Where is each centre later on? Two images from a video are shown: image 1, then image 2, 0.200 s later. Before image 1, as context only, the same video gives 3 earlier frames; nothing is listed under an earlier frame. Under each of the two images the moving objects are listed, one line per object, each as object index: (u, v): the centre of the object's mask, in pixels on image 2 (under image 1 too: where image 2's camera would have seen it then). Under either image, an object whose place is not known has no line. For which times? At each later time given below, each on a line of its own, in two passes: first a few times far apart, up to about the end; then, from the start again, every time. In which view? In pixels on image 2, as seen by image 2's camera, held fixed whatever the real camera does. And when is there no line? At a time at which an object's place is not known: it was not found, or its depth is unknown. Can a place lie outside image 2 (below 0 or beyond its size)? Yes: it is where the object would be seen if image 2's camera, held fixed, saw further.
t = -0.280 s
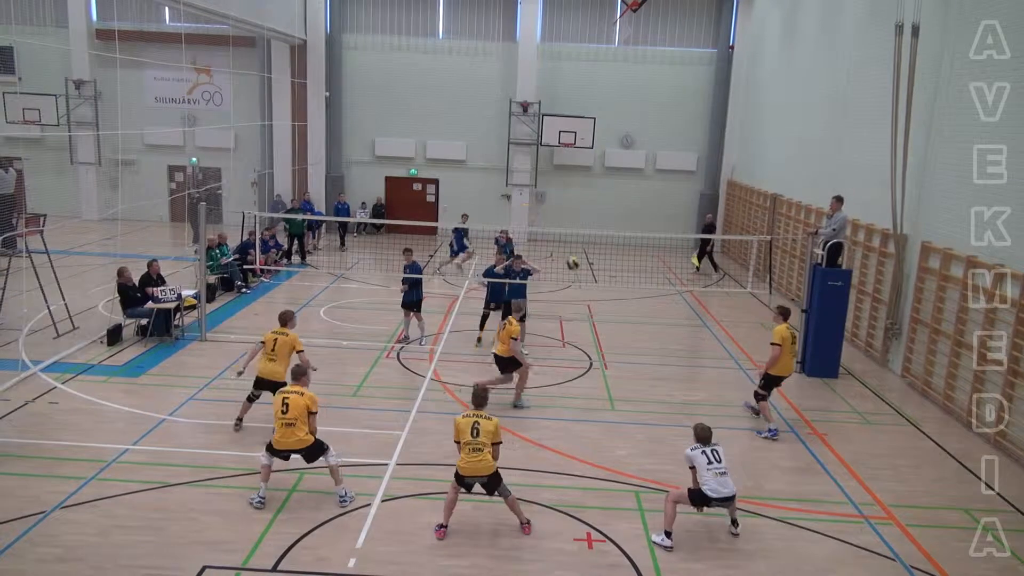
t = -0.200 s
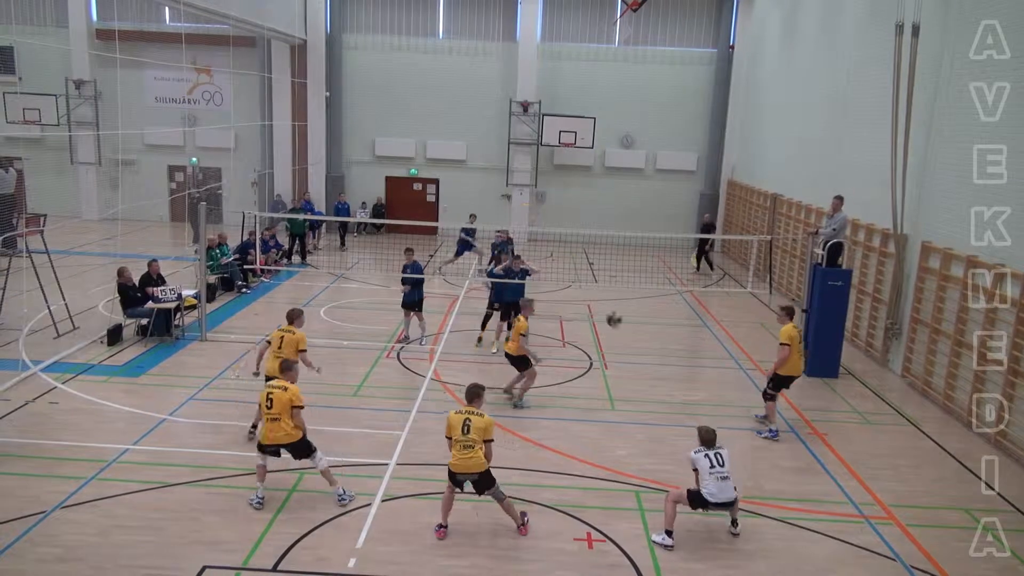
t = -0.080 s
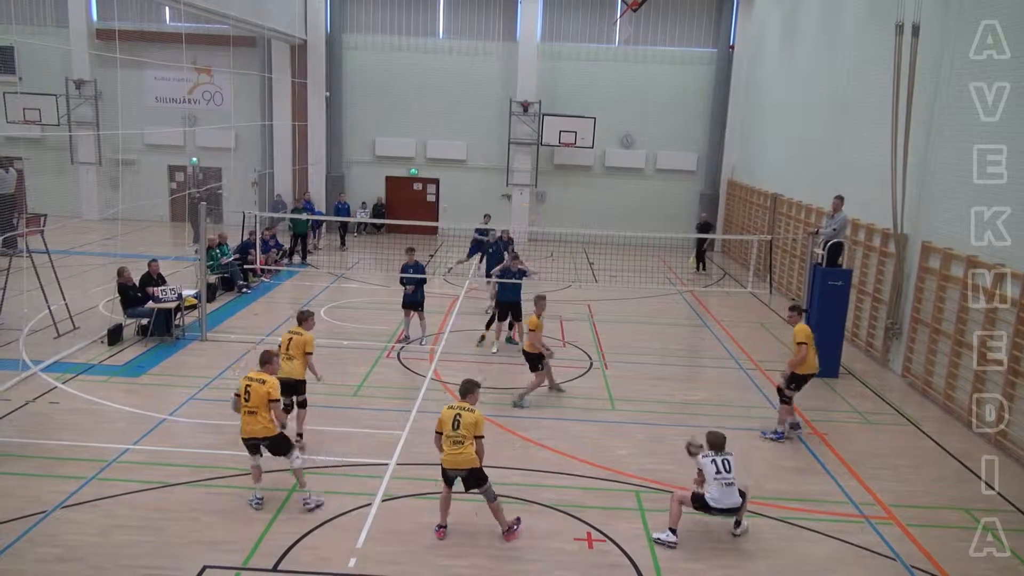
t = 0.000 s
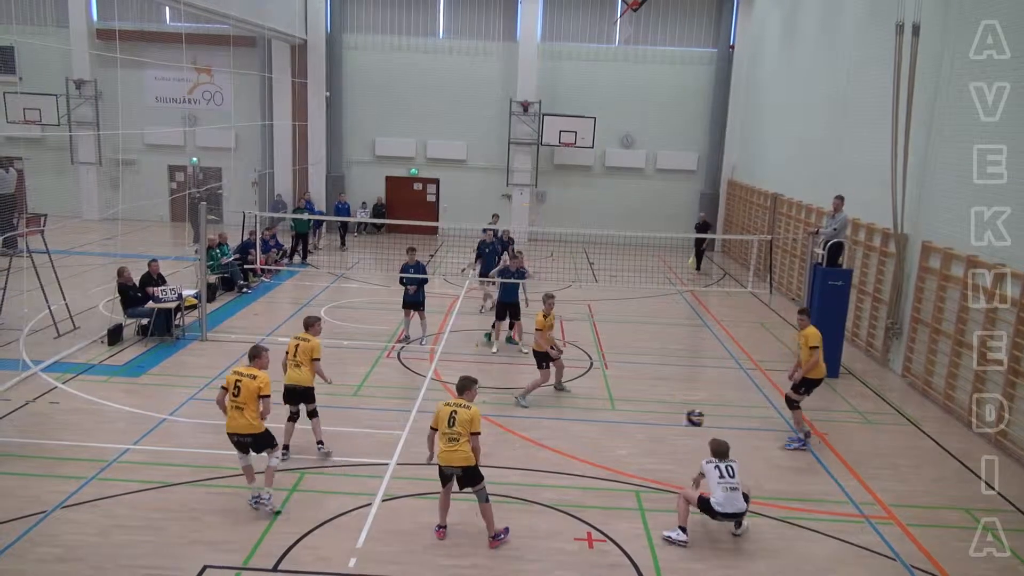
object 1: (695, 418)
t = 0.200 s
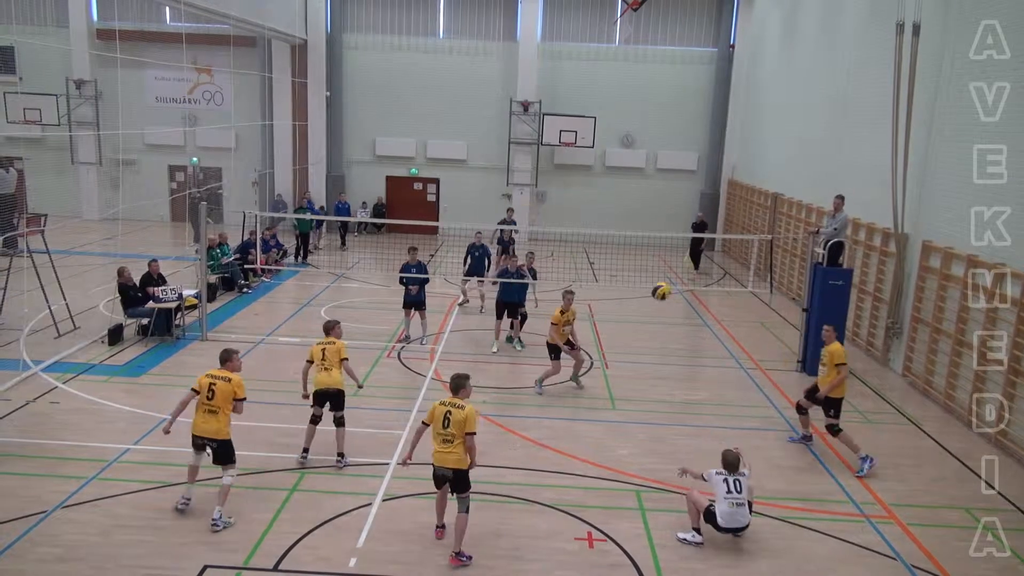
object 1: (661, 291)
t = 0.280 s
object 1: (647, 250)
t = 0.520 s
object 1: (601, 161)
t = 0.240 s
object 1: (653, 269)
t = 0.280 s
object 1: (647, 250)
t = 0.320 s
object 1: (639, 231)
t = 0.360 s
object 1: (631, 215)
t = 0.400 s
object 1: (624, 199)
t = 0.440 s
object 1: (616, 185)
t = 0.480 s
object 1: (609, 172)
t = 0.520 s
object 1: (601, 161)
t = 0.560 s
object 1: (593, 151)
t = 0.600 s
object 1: (585, 143)
